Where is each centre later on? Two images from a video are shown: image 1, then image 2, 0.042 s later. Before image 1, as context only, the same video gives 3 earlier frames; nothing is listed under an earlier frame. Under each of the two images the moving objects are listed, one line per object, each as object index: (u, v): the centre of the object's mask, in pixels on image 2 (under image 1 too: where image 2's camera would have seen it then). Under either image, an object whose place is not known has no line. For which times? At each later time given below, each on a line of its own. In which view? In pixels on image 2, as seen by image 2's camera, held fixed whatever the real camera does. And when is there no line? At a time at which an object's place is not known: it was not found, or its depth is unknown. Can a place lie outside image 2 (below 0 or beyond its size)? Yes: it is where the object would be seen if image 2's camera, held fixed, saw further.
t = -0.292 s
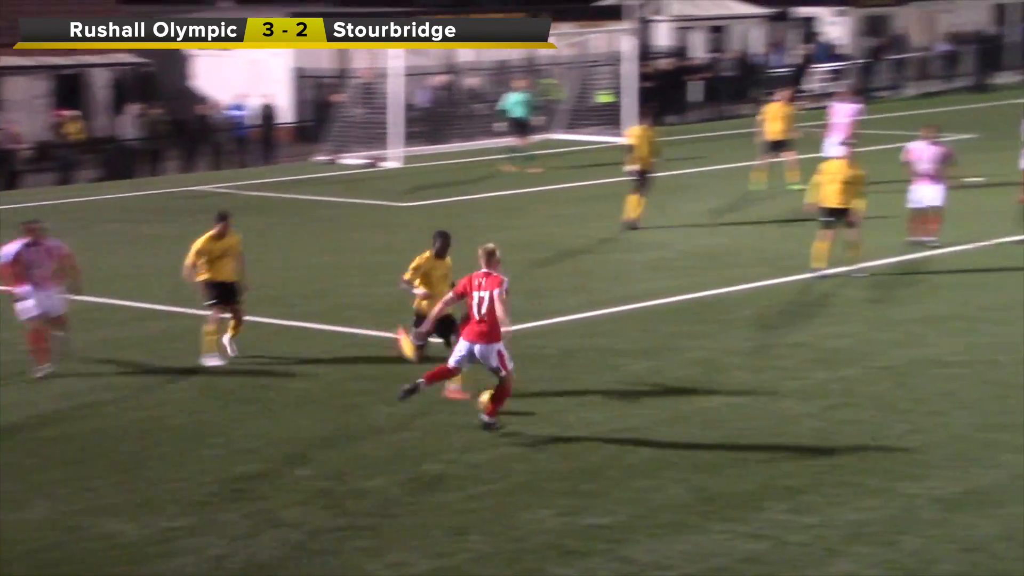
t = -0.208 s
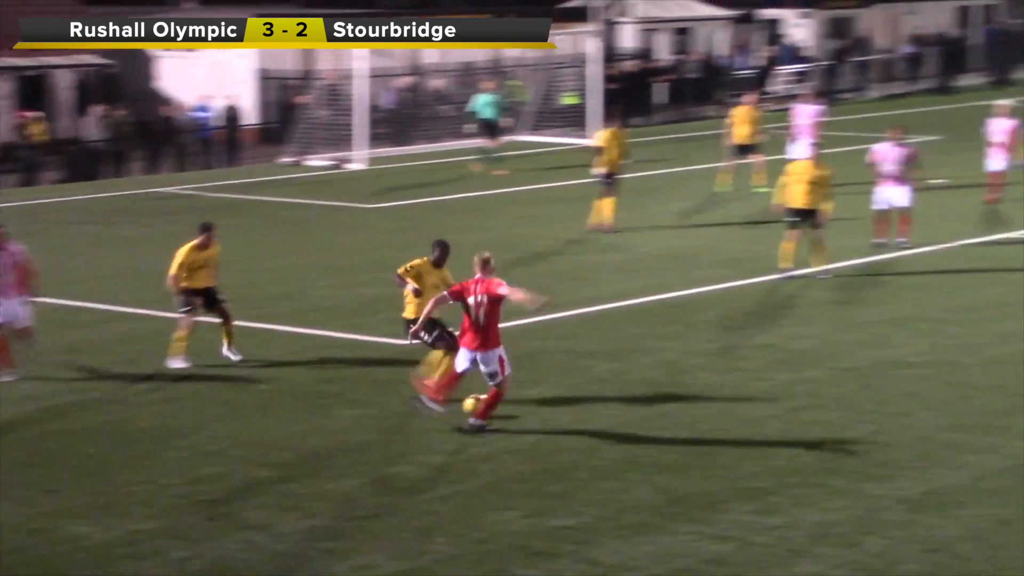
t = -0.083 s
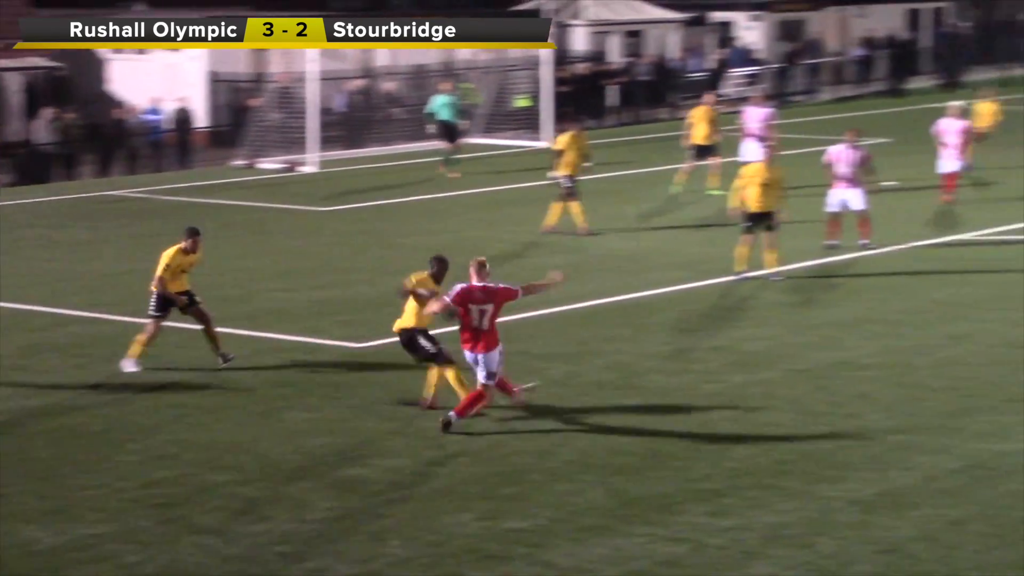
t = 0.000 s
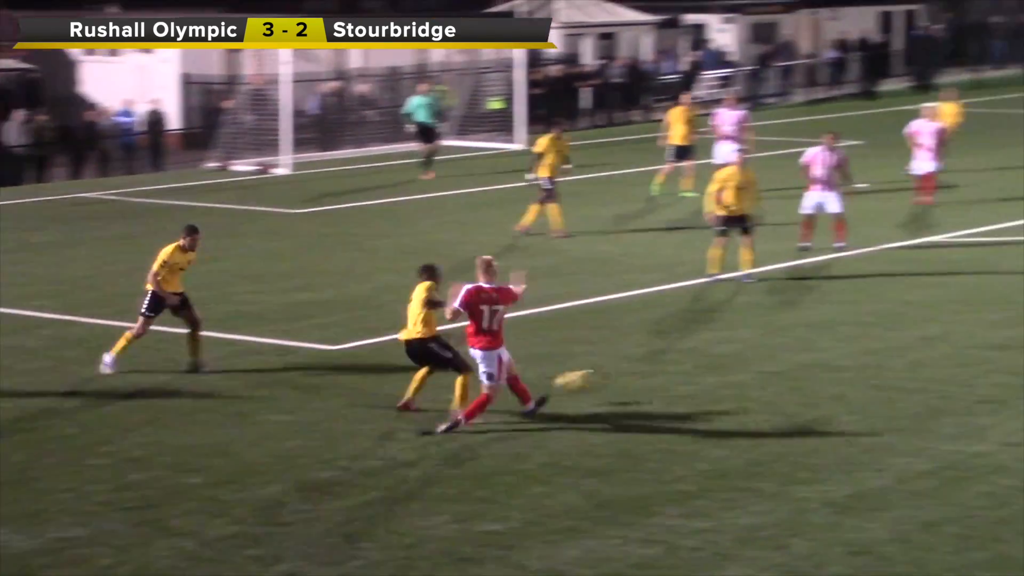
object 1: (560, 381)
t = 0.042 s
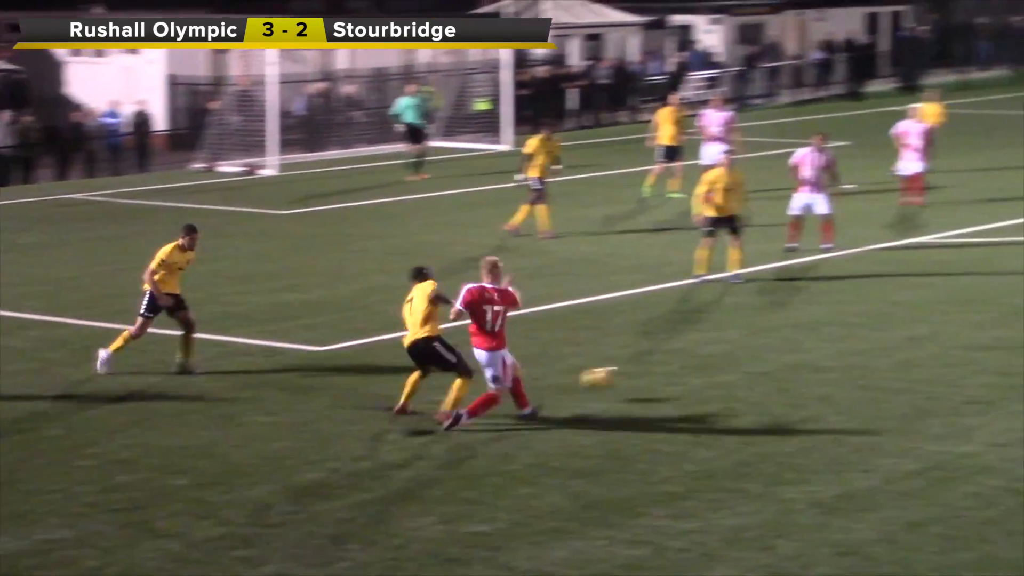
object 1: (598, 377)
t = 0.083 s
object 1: (636, 375)
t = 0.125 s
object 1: (672, 373)
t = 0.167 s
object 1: (707, 373)
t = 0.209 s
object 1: (740, 372)
